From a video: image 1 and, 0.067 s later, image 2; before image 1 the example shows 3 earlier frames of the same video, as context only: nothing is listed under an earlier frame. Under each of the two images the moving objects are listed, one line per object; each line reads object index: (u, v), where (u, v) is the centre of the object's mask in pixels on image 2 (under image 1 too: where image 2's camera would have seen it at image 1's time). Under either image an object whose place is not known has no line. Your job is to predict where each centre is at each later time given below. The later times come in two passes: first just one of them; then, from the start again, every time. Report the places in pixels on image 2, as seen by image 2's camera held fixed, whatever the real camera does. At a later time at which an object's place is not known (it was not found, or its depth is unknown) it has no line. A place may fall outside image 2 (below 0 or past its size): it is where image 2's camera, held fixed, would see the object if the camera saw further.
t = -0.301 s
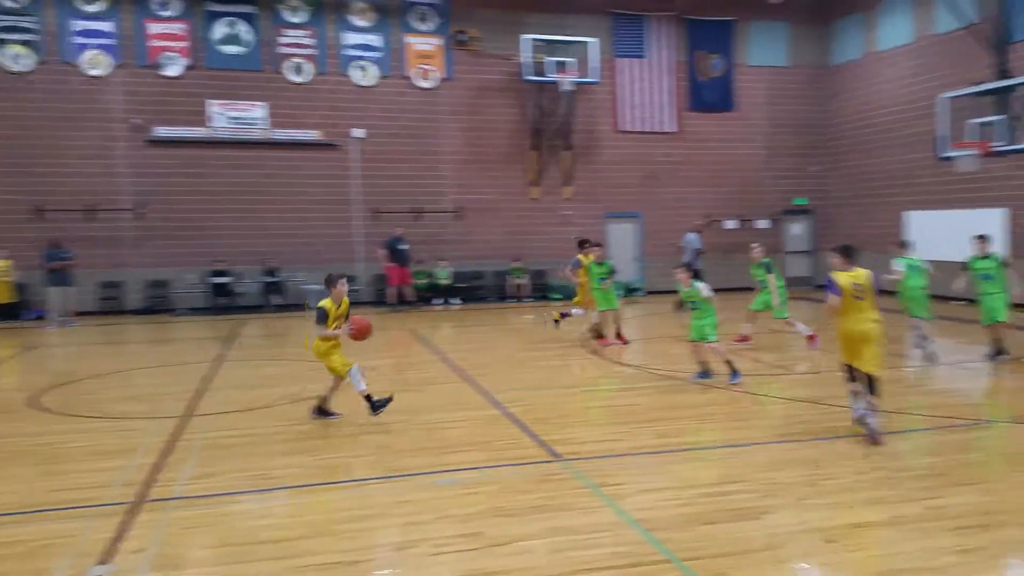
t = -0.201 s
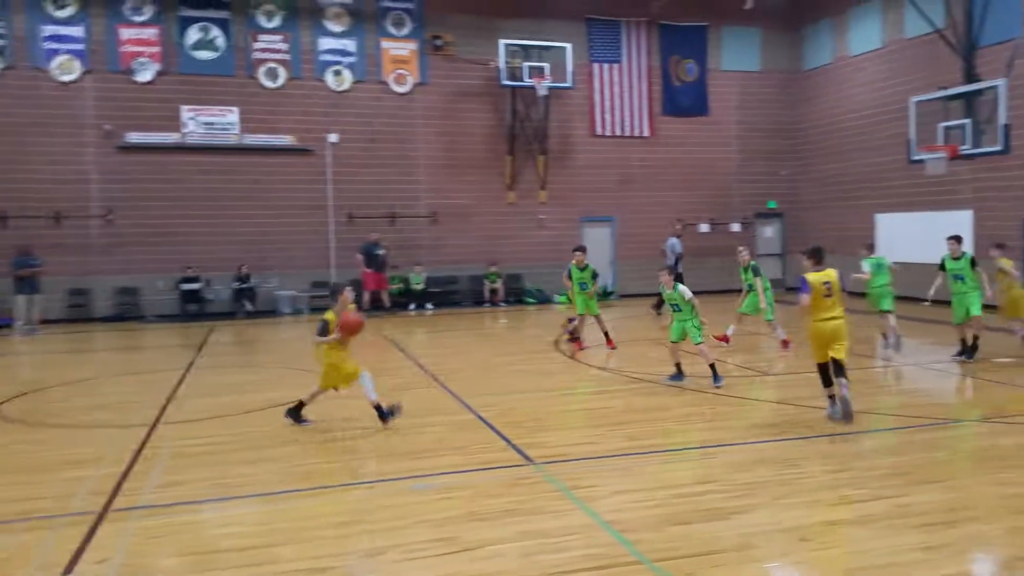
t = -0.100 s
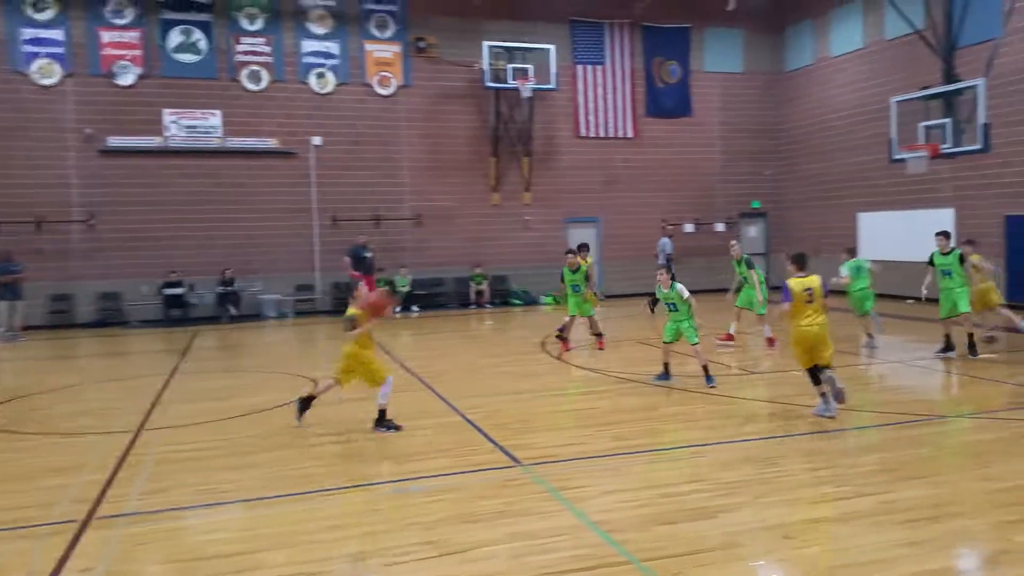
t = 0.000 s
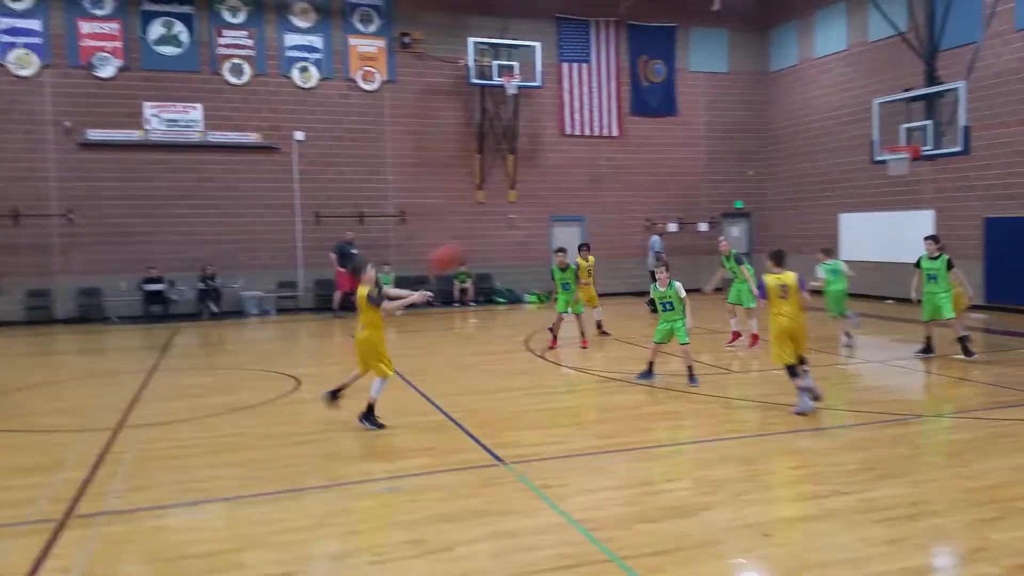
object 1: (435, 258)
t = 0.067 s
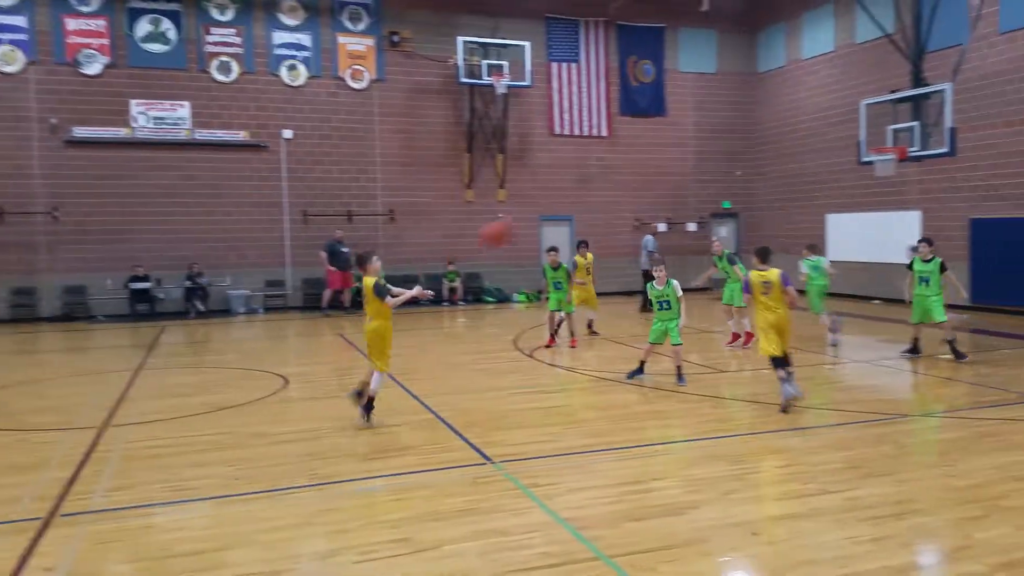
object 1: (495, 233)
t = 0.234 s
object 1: (655, 191)
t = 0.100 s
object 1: (529, 223)
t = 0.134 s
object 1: (563, 212)
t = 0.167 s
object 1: (592, 204)
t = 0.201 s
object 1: (622, 197)
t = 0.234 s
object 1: (655, 191)
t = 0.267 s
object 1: (686, 188)
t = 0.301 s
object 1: (719, 183)
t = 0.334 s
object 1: (757, 181)
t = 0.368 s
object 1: (788, 178)
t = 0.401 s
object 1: (824, 180)
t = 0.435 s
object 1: (857, 182)
